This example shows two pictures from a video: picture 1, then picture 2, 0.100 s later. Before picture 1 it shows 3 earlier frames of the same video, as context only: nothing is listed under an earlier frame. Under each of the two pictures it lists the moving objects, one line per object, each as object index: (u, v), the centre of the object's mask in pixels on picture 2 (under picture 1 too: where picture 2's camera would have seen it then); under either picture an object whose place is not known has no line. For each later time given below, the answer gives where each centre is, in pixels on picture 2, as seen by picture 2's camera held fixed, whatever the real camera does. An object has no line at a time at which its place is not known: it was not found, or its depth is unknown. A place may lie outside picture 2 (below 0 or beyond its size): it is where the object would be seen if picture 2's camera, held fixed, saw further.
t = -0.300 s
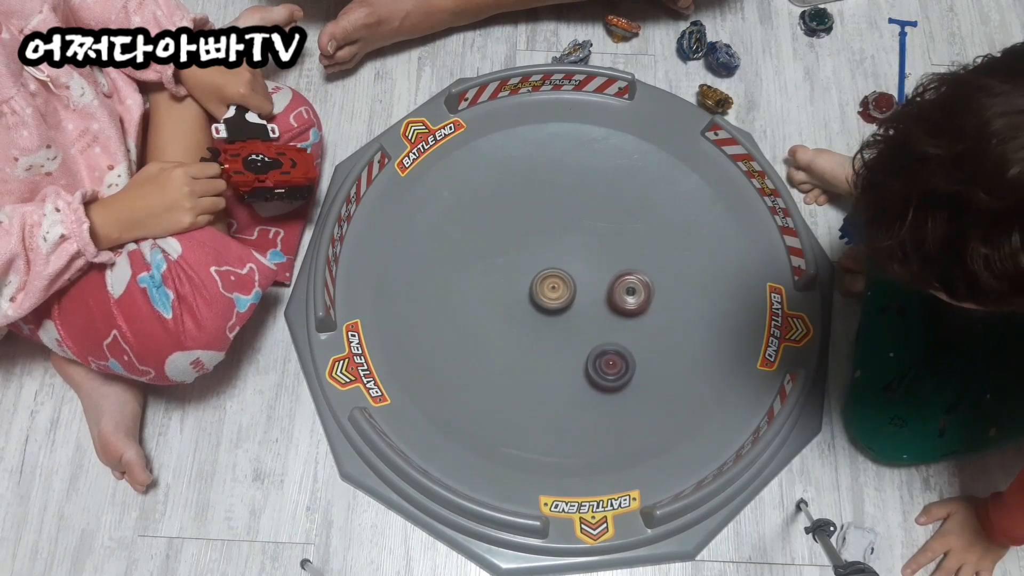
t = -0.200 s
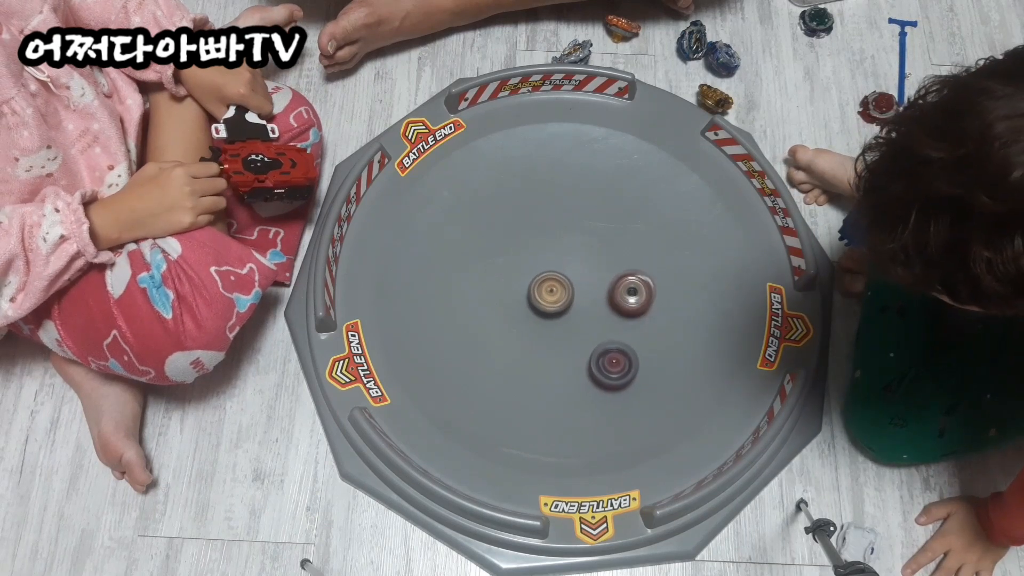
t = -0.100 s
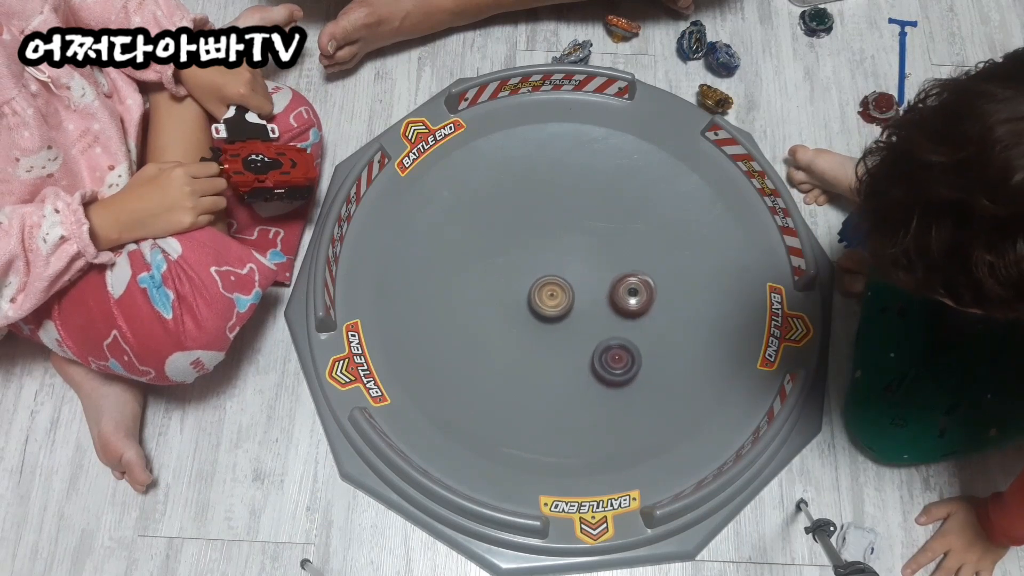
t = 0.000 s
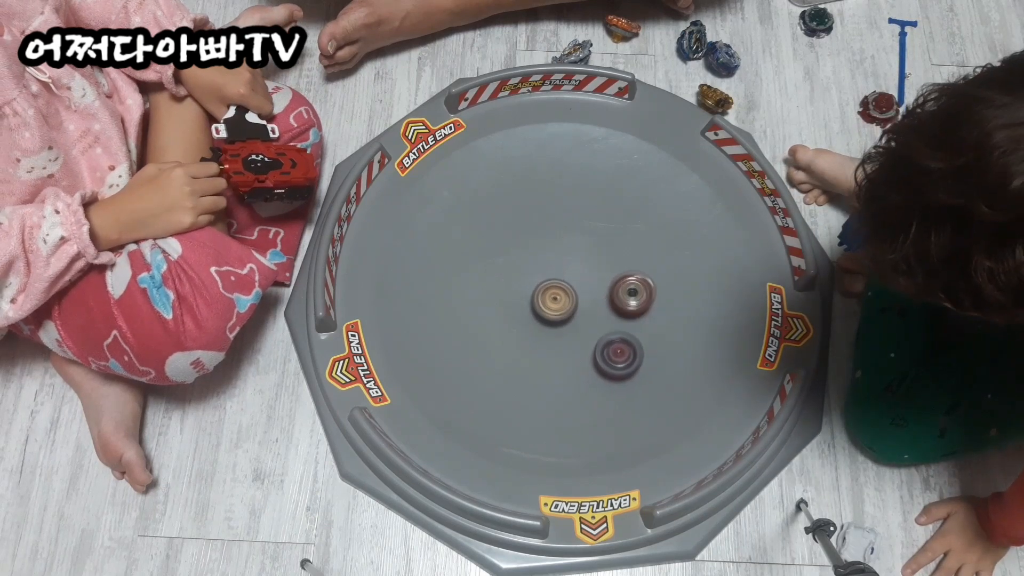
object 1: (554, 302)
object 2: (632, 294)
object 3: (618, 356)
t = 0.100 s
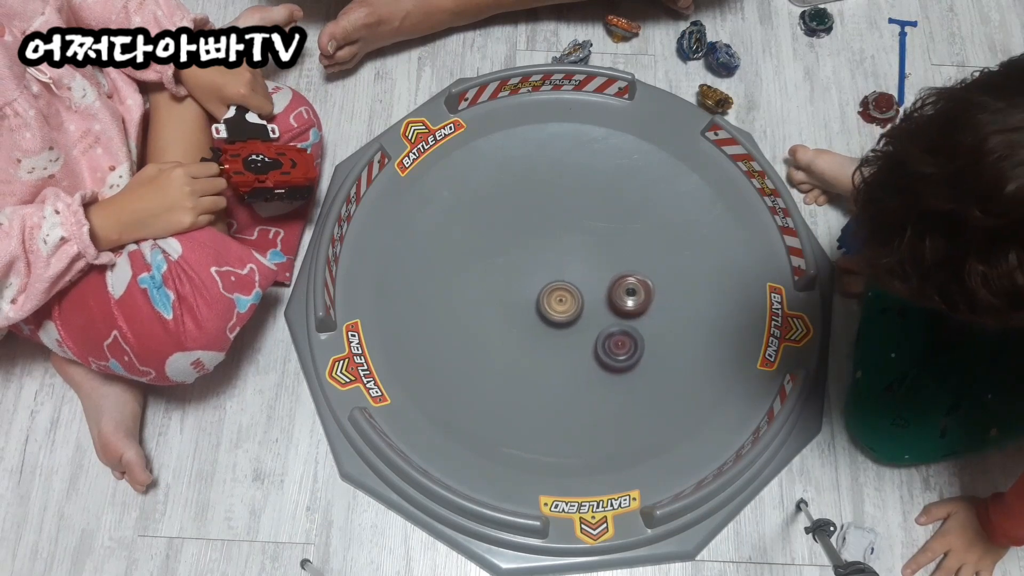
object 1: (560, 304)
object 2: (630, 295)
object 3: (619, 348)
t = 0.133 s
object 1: (562, 304)
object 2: (629, 295)
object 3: (619, 345)
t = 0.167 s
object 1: (564, 303)
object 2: (629, 294)
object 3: (619, 343)
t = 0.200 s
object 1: (566, 303)
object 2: (628, 293)
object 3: (619, 339)
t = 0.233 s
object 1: (568, 301)
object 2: (628, 292)
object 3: (619, 337)
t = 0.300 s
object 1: (571, 299)
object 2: (627, 280)
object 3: (618, 336)
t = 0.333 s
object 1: (572, 297)
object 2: (627, 277)
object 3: (618, 334)
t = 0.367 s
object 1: (574, 296)
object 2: (627, 275)
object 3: (617, 332)
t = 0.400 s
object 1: (575, 294)
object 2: (628, 272)
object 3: (615, 330)
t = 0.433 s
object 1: (576, 292)
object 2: (628, 270)
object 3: (614, 329)
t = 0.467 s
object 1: (576, 290)
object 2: (629, 267)
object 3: (613, 326)
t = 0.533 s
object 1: (577, 287)
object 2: (630, 263)
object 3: (609, 322)
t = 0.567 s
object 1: (578, 284)
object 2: (631, 262)
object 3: (607, 320)
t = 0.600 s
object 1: (575, 280)
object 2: (632, 260)
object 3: (608, 320)
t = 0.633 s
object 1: (573, 277)
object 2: (633, 258)
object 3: (607, 319)
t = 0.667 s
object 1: (571, 275)
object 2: (634, 257)
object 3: (606, 318)
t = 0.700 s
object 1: (570, 273)
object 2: (636, 256)
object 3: (604, 317)
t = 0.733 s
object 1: (569, 271)
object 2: (637, 255)
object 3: (602, 317)
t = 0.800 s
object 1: (565, 268)
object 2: (639, 253)
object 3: (598, 314)
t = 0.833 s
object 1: (563, 266)
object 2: (640, 253)
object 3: (596, 313)
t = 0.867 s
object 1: (561, 265)
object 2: (642, 253)
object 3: (594, 312)
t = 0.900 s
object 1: (559, 264)
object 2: (643, 252)
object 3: (591, 311)
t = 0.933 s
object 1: (558, 263)
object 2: (644, 253)
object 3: (589, 310)
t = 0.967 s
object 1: (556, 263)
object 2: (645, 252)
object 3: (586, 308)
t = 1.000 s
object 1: (554, 262)
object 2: (645, 253)
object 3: (583, 307)
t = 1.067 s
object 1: (551, 262)
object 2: (646, 254)
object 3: (577, 303)
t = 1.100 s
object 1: (550, 262)
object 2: (646, 255)
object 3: (575, 302)
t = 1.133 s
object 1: (549, 262)
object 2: (647, 255)
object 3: (573, 301)
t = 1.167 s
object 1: (546, 257)
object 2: (646, 256)
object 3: (573, 304)
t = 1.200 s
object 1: (544, 254)
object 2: (646, 256)
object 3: (573, 304)
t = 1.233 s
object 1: (543, 253)
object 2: (645, 257)
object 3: (571, 304)
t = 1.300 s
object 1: (541, 252)
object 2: (643, 259)
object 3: (568, 304)
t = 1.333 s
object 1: (541, 252)
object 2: (642, 259)
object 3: (566, 304)
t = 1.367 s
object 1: (540, 252)
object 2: (641, 259)
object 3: (565, 304)
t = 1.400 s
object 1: (539, 252)
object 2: (639, 260)
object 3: (563, 303)
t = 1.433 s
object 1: (539, 252)
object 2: (637, 261)
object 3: (562, 303)
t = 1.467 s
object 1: (539, 252)
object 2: (636, 261)
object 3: (560, 302)
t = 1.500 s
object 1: (539, 252)
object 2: (634, 261)
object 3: (559, 302)
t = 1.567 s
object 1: (541, 253)
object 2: (631, 261)
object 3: (557, 300)
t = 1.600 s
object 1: (542, 253)
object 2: (628, 261)
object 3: (556, 299)
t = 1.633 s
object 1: (543, 254)
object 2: (627, 260)
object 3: (556, 298)
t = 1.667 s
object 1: (543, 254)
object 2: (624, 260)
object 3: (555, 298)
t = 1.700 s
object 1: (543, 252)
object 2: (622, 259)
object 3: (557, 301)
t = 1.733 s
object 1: (543, 250)
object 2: (621, 258)
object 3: (557, 301)
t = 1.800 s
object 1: (544, 249)
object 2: (617, 255)
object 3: (557, 301)
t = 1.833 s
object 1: (546, 248)
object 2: (615, 254)
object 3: (557, 301)
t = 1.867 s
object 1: (547, 248)
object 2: (613, 252)
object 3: (557, 301)
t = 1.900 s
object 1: (548, 247)
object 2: (612, 251)
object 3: (557, 301)
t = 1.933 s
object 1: (550, 247)
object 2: (611, 249)
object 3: (557, 301)
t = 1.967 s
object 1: (551, 247)
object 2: (609, 247)
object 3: (557, 301)
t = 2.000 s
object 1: (553, 248)
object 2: (608, 246)
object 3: (557, 301)
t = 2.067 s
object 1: (556, 249)
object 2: (607, 242)
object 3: (558, 301)
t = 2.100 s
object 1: (557, 250)
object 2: (606, 240)
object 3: (558, 300)
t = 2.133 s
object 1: (559, 251)
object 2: (606, 239)
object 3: (558, 300)
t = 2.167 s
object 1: (560, 252)
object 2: (606, 237)
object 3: (559, 300)
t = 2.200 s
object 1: (562, 253)
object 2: (606, 235)
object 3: (559, 300)
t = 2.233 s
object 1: (564, 254)
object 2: (606, 234)
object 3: (560, 299)
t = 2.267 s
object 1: (565, 254)
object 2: (607, 233)
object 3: (561, 299)
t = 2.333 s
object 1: (568, 254)
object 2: (608, 231)
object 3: (564, 299)
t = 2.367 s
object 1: (570, 255)
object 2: (608, 230)
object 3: (565, 299)
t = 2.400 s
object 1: (571, 255)
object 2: (609, 229)
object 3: (566, 301)
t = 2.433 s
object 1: (572, 255)
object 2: (610, 229)
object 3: (567, 303)
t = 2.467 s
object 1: (573, 254)
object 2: (612, 229)
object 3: (567, 304)
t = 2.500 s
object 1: (573, 255)
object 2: (612, 228)
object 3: (568, 305)
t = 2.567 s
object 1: (574, 256)
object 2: (615, 228)
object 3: (569, 307)
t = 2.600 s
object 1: (575, 257)
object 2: (616, 228)
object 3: (569, 308)
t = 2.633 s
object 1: (575, 258)
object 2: (617, 229)
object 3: (569, 309)
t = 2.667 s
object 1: (575, 259)
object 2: (618, 229)
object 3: (570, 309)
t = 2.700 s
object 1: (576, 260)
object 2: (618, 230)
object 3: (570, 309)
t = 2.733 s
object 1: (576, 261)
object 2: (619, 231)
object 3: (570, 310)
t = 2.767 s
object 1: (577, 262)
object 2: (620, 232)
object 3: (570, 310)
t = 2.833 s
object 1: (577, 264)
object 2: (620, 235)
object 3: (570, 309)
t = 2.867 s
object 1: (577, 265)
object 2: (619, 236)
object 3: (570, 309)
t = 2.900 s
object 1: (578, 265)
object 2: (619, 237)
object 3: (570, 310)
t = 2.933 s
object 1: (577, 266)
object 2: (619, 238)
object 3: (570, 311)
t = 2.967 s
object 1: (578, 267)
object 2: (618, 240)
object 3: (570, 311)
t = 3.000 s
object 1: (577, 265)
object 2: (617, 241)
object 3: (570, 315)
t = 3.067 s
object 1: (575, 263)
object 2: (619, 244)
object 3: (571, 319)
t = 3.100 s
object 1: (574, 263)
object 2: (619, 244)
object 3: (570, 319)
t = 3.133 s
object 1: (573, 263)
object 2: (618, 245)
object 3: (570, 320)
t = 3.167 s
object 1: (572, 263)
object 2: (617, 246)
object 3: (569, 320)
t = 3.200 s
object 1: (571, 263)
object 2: (616, 247)
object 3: (569, 321)
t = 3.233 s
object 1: (570, 263)
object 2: (616, 247)
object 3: (569, 321)
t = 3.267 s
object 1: (569, 263)
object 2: (614, 247)
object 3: (569, 322)
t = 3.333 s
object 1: (567, 265)
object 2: (612, 248)
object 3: (571, 323)
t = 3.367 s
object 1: (565, 265)
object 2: (610, 248)
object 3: (572, 323)
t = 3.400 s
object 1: (564, 266)
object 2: (609, 248)
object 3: (573, 322)
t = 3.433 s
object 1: (563, 267)
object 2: (607, 248)
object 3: (574, 321)
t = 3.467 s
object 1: (562, 268)
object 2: (606, 248)
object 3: (575, 320)
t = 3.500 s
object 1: (561, 269)
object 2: (604, 248)
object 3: (576, 319)
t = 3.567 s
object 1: (560, 272)
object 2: (600, 247)
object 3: (577, 316)
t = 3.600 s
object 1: (559, 273)
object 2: (599, 247)
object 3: (577, 314)
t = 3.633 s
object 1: (558, 272)
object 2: (598, 246)
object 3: (579, 315)
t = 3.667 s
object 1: (557, 272)
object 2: (596, 245)
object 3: (580, 315)
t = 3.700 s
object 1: (557, 273)
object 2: (594, 244)
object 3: (582, 315)
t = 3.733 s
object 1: (556, 273)
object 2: (593, 243)
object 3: (583, 315)
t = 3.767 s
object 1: (556, 274)
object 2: (592, 242)
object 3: (584, 314)
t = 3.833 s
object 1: (555, 275)
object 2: (589, 240)
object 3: (586, 313)
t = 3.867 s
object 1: (555, 276)
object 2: (589, 239)
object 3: (587, 312)
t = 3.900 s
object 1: (555, 276)
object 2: (588, 238)
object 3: (588, 311)
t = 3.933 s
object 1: (554, 276)
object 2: (587, 237)
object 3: (589, 309)
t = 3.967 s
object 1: (554, 277)
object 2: (587, 236)
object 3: (590, 308)
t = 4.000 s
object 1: (554, 277)
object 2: (587, 235)
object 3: (591, 306)
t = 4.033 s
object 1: (552, 276)
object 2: (587, 234)
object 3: (592, 306)
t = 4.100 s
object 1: (550, 276)
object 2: (587, 232)
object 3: (597, 305)
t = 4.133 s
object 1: (549, 276)
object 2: (587, 232)
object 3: (599, 305)
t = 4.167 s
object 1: (548, 276)
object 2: (587, 231)
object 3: (601, 305)
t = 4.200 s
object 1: (548, 276)
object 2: (588, 231)
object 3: (602, 304)
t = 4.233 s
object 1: (548, 276)
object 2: (588, 231)
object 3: (604, 303)
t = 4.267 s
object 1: (547, 277)
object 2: (588, 230)
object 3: (605, 302)
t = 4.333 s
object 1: (547, 277)
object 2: (589, 231)
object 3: (608, 300)
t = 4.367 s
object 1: (547, 277)
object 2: (589, 231)
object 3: (609, 298)
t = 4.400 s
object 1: (547, 277)
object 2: (590, 231)
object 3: (610, 297)
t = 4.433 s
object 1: (548, 278)
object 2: (590, 231)
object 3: (610, 296)
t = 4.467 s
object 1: (548, 278)
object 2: (590, 233)
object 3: (610, 294)
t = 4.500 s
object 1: (548, 279)
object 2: (590, 233)
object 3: (611, 293)
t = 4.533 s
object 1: (548, 279)
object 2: (590, 234)
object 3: (611, 291)
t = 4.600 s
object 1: (549, 280)
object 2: (589, 236)
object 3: (610, 287)
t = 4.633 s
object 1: (550, 280)
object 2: (589, 236)
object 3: (609, 286)
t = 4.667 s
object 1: (550, 280)
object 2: (588, 237)
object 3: (609, 284)
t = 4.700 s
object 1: (551, 281)
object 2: (587, 238)
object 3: (608, 282)
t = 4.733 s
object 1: (552, 281)
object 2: (586, 238)
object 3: (607, 281)
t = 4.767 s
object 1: (553, 281)
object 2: (585, 239)
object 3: (606, 279)
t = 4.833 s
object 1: (556, 282)
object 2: (581, 238)
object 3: (605, 278)
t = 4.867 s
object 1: (556, 282)
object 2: (580, 238)
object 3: (604, 278)
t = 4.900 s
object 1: (553, 282)
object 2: (578, 238)
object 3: (607, 277)
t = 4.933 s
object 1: (552, 282)
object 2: (576, 237)
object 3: (609, 277)
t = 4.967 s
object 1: (551, 282)
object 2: (575, 237)
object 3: (610, 277)
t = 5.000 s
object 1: (551, 283)
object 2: (574, 237)
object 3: (612, 277)
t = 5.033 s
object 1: (550, 283)
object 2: (572, 236)
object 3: (613, 277)
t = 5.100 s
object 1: (550, 284)
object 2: (570, 234)
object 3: (615, 277)
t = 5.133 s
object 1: (550, 284)
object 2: (568, 233)
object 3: (615, 277)
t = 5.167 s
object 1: (549, 284)
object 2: (567, 233)
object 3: (616, 276)
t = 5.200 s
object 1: (549, 284)
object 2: (567, 232)
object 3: (616, 276)
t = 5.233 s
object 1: (549, 285)
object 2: (567, 231)
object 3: (616, 276)
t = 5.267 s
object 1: (549, 285)
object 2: (566, 230)
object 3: (615, 276)
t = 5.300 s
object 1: (549, 285)
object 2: (566, 230)
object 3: (615, 276)
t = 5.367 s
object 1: (549, 286)
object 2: (566, 228)
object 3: (613, 276)
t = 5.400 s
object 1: (549, 286)
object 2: (565, 228)
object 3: (612, 276)
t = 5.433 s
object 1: (549, 286)
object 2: (566, 228)
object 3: (610, 276)
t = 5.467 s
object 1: (549, 286)
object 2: (566, 227)
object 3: (609, 277)
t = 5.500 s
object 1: (549, 286)
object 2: (566, 227)
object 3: (607, 277)
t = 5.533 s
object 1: (549, 286)
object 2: (567, 227)
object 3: (605, 278)
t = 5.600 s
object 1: (549, 286)
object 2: (567, 227)
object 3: (600, 279)
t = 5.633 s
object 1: (550, 286)
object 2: (567, 228)
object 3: (598, 280)
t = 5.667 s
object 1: (549, 287)
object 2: (568, 228)
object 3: (596, 280)
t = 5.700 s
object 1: (547, 287)
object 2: (568, 229)
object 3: (596, 281)
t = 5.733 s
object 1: (546, 288)
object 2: (568, 230)
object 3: (595, 282)
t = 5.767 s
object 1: (545, 289)
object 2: (568, 231)
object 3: (595, 283)
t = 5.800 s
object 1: (544, 290)
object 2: (568, 231)
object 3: (593, 284)
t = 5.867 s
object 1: (542, 292)
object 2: (567, 234)
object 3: (592, 285)
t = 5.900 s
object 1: (540, 292)
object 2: (566, 234)
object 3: (593, 286)
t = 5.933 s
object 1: (539, 293)
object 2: (565, 235)
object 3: (593, 287)
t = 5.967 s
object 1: (539, 293)
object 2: (564, 237)
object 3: (593, 287)
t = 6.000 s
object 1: (538, 294)
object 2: (564, 237)
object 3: (593, 288)
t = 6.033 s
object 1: (538, 294)
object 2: (562, 238)
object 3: (592, 289)
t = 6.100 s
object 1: (539, 295)
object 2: (560, 240)
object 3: (590, 289)
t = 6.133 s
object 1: (539, 295)
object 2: (559, 240)
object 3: (588, 290)
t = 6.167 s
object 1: (539, 295)
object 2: (557, 241)
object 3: (587, 290)
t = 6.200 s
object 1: (536, 296)
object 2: (556, 241)
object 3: (588, 289)
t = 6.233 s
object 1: (535, 296)
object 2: (554, 242)
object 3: (588, 289)
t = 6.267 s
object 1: (535, 297)
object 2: (552, 243)
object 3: (588, 289)
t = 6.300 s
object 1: (535, 297)
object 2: (551, 243)
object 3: (588, 289)
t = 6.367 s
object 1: (534, 297)
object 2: (548, 243)
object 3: (587, 288)
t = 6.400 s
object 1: (535, 297)
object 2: (547, 243)
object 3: (586, 287)
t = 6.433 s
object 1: (535, 297)
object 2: (546, 243)
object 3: (585, 287)
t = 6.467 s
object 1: (536, 296)
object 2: (544, 243)
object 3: (584, 286)
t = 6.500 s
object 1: (537, 296)
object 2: (544, 242)
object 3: (583, 285)
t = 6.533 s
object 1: (535, 297)
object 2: (543, 242)
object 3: (584, 283)
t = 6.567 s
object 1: (535, 296)
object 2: (542, 242)
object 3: (586, 282)
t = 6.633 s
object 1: (536, 296)
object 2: (541, 241)
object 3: (588, 279)
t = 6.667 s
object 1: (536, 296)
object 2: (540, 241)
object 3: (589, 278)
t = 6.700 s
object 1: (537, 295)
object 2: (540, 241)
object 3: (589, 277)
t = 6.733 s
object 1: (538, 295)
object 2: (540, 240)
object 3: (590, 276)
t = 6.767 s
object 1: (539, 294)
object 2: (540, 240)
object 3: (590, 275)
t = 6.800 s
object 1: (540, 293)
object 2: (540, 241)
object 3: (590, 275)
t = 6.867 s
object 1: (543, 292)
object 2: (540, 241)
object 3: (590, 274)
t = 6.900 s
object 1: (545, 291)
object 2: (540, 241)
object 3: (589, 273)
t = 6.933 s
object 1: (545, 291)
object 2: (541, 241)
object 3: (590, 272)
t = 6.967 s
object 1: (545, 291)
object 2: (541, 242)
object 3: (592, 271)
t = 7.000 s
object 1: (546, 290)
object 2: (541, 242)
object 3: (593, 271)
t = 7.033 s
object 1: (547, 289)
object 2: (541, 243)
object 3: (595, 270)
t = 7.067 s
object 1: (548, 289)
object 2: (541, 243)
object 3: (596, 269)
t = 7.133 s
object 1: (550, 288)
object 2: (542, 244)
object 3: (597, 268)
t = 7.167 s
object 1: (552, 289)
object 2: (543, 244)
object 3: (598, 268)
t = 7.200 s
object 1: (553, 289)
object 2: (543, 244)
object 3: (598, 267)
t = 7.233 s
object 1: (555, 289)
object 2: (543, 244)
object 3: (598, 267)
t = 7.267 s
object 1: (556, 289)
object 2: (543, 244)
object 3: (598, 267)
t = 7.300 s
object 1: (556, 290)
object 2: (544, 244)
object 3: (599, 266)
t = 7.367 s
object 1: (553, 293)
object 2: (543, 246)
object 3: (604, 263)
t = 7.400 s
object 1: (552, 294)
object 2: (544, 246)
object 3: (605, 263)
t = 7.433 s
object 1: (552, 295)
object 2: (544, 247)
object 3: (607, 261)
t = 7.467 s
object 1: (552, 296)
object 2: (543, 248)
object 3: (608, 261)
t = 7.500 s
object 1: (552, 297)
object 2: (544, 249)
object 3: (609, 260)
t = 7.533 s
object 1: (552, 298)
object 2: (543, 249)
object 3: (610, 259)
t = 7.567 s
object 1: (552, 299)
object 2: (543, 251)
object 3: (610, 258)
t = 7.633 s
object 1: (552, 301)
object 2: (542, 253)
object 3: (611, 257)
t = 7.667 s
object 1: (552, 302)
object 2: (542, 255)
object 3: (611, 256)
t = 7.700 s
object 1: (553, 303)
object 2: (541, 256)
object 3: (611, 255)
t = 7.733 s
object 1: (553, 304)
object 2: (540, 257)
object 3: (611, 255)
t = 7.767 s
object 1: (554, 304)
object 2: (539, 258)
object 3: (610, 254)
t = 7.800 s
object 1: (554, 305)
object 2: (538, 259)
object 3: (610, 253)
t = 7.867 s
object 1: (556, 306)
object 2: (537, 262)
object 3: (608, 253)
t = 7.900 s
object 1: (557, 306)
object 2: (535, 263)
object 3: (607, 252)
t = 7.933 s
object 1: (558, 306)
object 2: (534, 264)
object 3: (606, 252)
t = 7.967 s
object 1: (559, 306)
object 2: (534, 264)
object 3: (604, 253)
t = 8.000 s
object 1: (560, 306)
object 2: (532, 265)
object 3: (603, 253)
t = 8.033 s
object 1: (561, 306)
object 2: (532, 265)
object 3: (602, 254)
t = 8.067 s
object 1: (563, 305)
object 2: (531, 265)
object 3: (600, 255)
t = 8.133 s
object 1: (565, 304)
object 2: (530, 266)
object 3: (596, 257)
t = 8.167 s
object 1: (566, 303)
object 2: (529, 266)
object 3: (595, 258)
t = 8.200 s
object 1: (567, 303)
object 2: (529, 267)
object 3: (593, 260)
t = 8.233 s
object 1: (568, 302)
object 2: (528, 267)
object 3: (591, 261)
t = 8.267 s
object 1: (568, 303)
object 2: (528, 267)
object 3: (590, 261)
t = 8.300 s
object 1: (569, 303)
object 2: (528, 267)
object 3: (589, 261)
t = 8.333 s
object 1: (569, 305)
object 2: (528, 267)
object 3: (588, 260)
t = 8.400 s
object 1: (569, 307)
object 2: (528, 268)
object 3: (587, 257)
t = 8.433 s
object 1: (570, 308)
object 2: (528, 268)
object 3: (587, 256)
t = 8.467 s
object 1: (570, 308)
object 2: (528, 268)
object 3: (586, 255)
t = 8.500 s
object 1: (571, 309)
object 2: (528, 269)
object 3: (585, 255)
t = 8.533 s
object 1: (571, 309)
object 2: (529, 269)
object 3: (585, 254)
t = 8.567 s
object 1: (571, 309)
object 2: (529, 270)
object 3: (584, 254)
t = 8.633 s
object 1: (571, 308)
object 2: (530, 272)
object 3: (581, 254)
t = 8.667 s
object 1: (571, 308)
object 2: (530, 273)
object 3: (580, 254)
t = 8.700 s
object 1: (572, 308)
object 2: (530, 274)
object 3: (579, 254)
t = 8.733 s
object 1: (572, 308)
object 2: (531, 275)
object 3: (578, 255)
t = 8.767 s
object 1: (572, 307)
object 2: (531, 276)
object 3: (577, 256)
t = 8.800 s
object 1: (572, 307)
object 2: (531, 278)
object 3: (576, 257)
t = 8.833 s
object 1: (572, 306)
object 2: (531, 279)
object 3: (574, 258)
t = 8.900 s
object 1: (572, 306)
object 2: (531, 282)
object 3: (572, 260)
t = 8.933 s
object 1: (573, 306)
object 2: (531, 283)
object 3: (570, 259)
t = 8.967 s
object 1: (573, 306)
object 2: (530, 284)
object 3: (569, 259)
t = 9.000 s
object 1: (573, 305)
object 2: (530, 286)
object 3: (568, 259)
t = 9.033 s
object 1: (574, 305)
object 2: (529, 288)
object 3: (567, 259)
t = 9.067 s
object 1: (574, 305)
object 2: (527, 291)
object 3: (566, 259)
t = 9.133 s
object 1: (574, 304)
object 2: (524, 294)
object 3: (566, 258)
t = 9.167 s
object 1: (575, 304)
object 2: (522, 296)
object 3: (565, 258)
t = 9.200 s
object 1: (575, 303)
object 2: (521, 297)
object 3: (565, 258)
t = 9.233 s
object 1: (575, 303)
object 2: (520, 297)
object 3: (565, 257)
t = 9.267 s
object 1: (575, 302)
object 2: (519, 297)
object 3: (564, 257)
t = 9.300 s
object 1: (577, 303)
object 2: (518, 297)
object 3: (562, 256)
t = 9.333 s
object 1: (578, 303)
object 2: (517, 297)
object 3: (561, 255)
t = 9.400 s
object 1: (579, 303)
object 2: (516, 296)
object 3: (559, 253)
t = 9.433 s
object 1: (580, 303)
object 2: (516, 296)
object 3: (558, 252)
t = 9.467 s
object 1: (580, 302)
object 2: (516, 295)
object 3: (557, 252)
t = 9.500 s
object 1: (580, 302)
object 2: (516, 295)
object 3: (556, 252)
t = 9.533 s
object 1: (581, 302)
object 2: (517, 294)
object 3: (555, 252)
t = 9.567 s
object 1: (581, 301)
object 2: (517, 294)
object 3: (554, 252)
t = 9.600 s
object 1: (581, 300)
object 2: (518, 294)
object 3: (553, 253)
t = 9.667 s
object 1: (581, 298)
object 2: (521, 293)
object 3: (553, 254)
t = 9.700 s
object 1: (581, 297)
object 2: (522, 293)
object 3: (552, 256)
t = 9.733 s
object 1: (581, 296)
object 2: (524, 293)
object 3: (553, 257)
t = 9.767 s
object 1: (581, 296)
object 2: (526, 294)
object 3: (553, 258)
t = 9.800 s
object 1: (582, 296)
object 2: (528, 296)
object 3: (551, 258)
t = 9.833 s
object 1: (582, 296)
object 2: (531, 299)
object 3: (551, 257)
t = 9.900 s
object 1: (583, 296)
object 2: (538, 304)
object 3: (550, 257)
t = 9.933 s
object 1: (585, 295)
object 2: (539, 306)
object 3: (550, 257)
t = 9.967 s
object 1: (586, 295)
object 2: (540, 307)
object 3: (550, 258)
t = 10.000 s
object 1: (587, 294)
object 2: (540, 310)
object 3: (551, 258)
